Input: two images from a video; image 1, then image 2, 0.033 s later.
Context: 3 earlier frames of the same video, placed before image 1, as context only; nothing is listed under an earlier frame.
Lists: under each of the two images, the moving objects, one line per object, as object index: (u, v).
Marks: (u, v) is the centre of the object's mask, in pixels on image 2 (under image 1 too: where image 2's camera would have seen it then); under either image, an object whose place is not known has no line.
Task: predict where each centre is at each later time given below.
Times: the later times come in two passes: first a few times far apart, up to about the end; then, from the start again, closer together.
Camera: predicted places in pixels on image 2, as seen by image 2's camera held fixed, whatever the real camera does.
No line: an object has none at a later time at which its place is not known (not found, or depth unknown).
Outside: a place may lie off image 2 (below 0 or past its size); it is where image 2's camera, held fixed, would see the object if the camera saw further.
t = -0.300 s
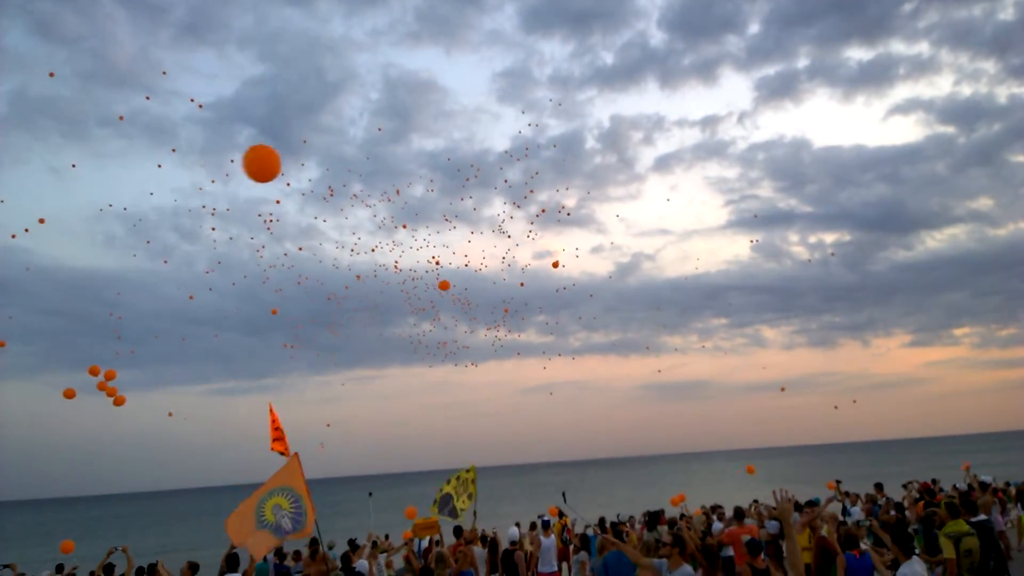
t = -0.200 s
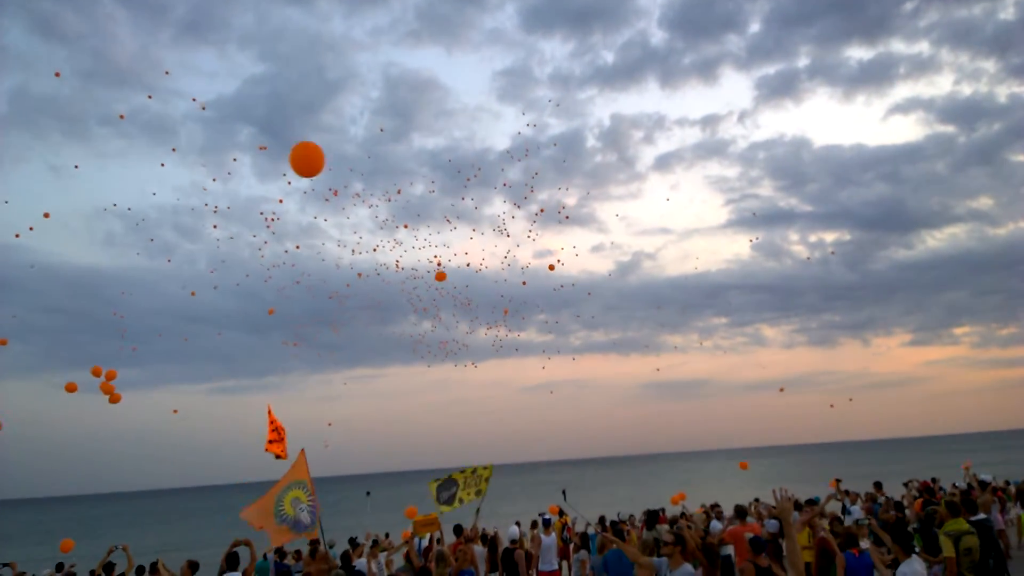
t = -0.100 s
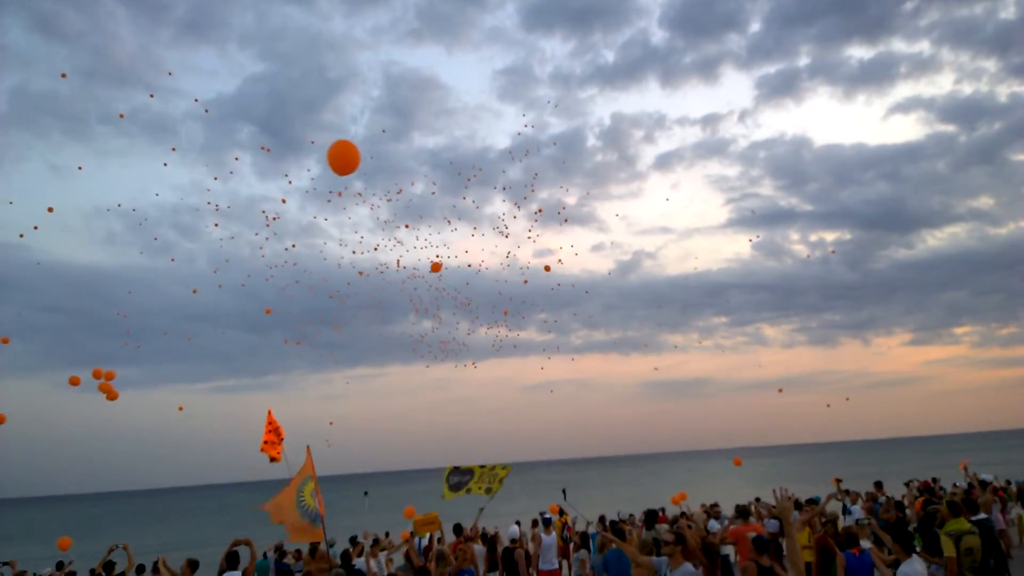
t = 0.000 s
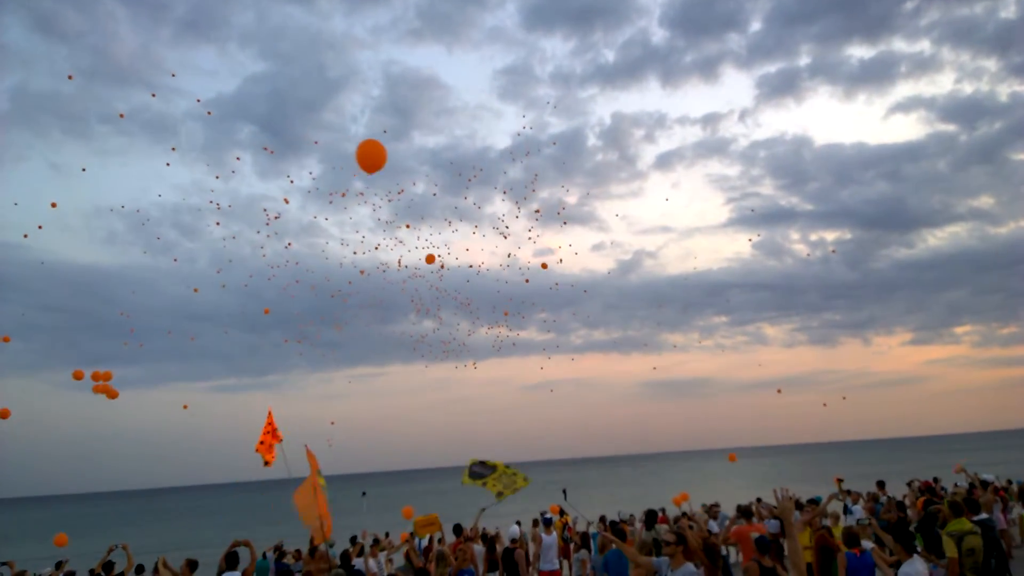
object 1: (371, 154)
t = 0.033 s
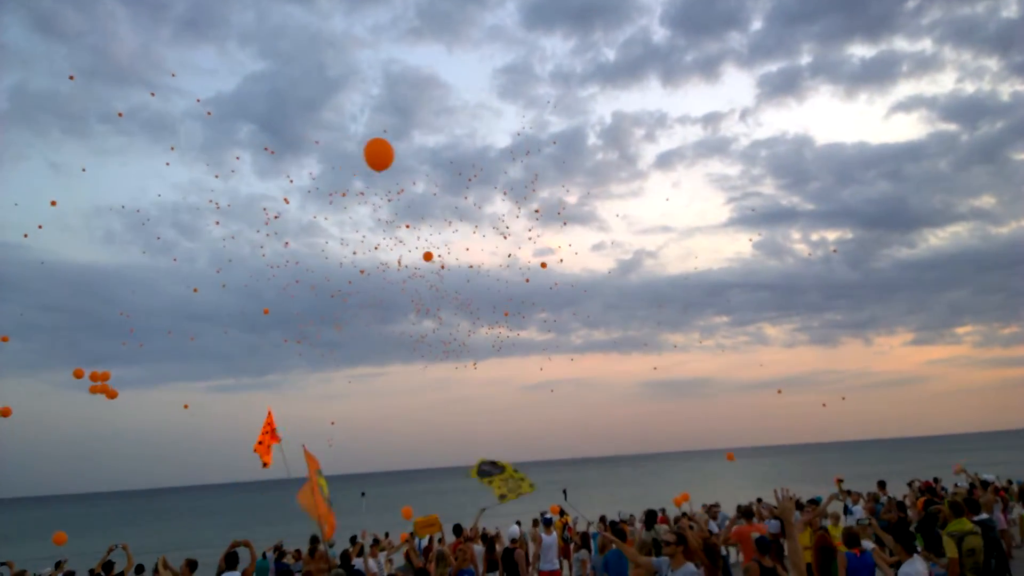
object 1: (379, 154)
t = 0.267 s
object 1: (425, 140)
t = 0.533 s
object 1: (442, 126)
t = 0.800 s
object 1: (430, 135)
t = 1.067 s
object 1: (411, 165)
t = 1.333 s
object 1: (396, 197)
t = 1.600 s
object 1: (416, 193)
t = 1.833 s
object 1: (424, 195)
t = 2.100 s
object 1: (425, 201)
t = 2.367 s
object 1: (428, 209)
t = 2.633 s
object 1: (421, 210)
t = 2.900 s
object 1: (416, 201)
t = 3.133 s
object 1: (428, 193)
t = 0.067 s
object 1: (386, 152)
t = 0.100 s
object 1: (394, 150)
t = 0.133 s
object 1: (402, 149)
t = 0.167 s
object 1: (409, 147)
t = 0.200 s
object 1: (414, 144)
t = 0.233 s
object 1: (420, 142)
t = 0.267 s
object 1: (425, 140)
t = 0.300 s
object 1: (428, 138)
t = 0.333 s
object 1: (432, 136)
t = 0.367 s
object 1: (434, 134)
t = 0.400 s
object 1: (435, 132)
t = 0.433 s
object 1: (437, 130)
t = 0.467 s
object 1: (439, 129)
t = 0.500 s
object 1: (441, 127)
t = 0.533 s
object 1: (442, 126)
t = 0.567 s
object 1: (443, 125)
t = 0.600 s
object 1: (443, 125)
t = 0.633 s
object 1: (442, 125)
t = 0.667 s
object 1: (441, 125)
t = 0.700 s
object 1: (437, 128)
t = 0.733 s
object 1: (435, 129)
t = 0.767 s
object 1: (433, 132)
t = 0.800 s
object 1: (430, 135)
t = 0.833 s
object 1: (427, 138)
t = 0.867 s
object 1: (424, 142)
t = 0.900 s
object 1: (421, 146)
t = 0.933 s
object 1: (418, 150)
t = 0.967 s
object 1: (415, 154)
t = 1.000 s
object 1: (412, 158)
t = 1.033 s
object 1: (411, 161)
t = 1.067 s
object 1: (411, 165)
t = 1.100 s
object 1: (411, 169)
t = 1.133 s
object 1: (410, 172)
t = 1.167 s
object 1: (408, 176)
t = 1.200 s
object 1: (405, 180)
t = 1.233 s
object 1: (403, 185)
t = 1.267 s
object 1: (399, 189)
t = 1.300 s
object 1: (396, 193)
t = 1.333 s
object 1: (396, 197)
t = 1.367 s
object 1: (397, 199)
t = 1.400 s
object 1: (399, 200)
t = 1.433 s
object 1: (402, 199)
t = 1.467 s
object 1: (405, 198)
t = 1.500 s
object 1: (409, 196)
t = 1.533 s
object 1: (411, 195)
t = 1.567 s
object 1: (414, 194)
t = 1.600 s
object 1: (416, 193)
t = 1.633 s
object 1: (418, 193)
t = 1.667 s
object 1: (420, 193)
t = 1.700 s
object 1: (421, 193)
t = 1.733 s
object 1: (422, 193)
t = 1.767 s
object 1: (423, 194)
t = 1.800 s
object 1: (424, 195)
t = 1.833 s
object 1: (424, 195)
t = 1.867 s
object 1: (425, 196)
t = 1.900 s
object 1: (426, 197)
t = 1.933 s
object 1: (427, 199)
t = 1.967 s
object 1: (428, 199)
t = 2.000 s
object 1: (427, 200)
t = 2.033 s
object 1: (427, 200)
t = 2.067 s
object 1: (426, 200)
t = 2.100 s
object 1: (425, 201)
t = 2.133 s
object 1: (425, 201)
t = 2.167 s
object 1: (426, 202)
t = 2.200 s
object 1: (428, 203)
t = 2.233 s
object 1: (428, 205)
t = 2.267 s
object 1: (428, 206)
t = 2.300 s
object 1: (428, 206)
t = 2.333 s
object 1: (428, 208)
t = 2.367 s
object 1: (428, 209)
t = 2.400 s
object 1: (428, 210)
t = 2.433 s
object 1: (427, 210)
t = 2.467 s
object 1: (426, 211)
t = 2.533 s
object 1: (425, 211)
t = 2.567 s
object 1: (423, 211)
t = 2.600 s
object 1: (422, 211)
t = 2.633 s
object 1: (421, 210)
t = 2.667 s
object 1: (420, 210)
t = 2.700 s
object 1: (419, 209)
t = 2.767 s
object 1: (417, 206)
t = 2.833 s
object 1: (415, 203)
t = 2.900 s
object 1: (416, 201)
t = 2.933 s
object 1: (416, 200)
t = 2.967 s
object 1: (417, 199)
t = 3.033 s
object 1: (420, 196)
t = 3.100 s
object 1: (425, 194)
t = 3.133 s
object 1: (428, 193)
